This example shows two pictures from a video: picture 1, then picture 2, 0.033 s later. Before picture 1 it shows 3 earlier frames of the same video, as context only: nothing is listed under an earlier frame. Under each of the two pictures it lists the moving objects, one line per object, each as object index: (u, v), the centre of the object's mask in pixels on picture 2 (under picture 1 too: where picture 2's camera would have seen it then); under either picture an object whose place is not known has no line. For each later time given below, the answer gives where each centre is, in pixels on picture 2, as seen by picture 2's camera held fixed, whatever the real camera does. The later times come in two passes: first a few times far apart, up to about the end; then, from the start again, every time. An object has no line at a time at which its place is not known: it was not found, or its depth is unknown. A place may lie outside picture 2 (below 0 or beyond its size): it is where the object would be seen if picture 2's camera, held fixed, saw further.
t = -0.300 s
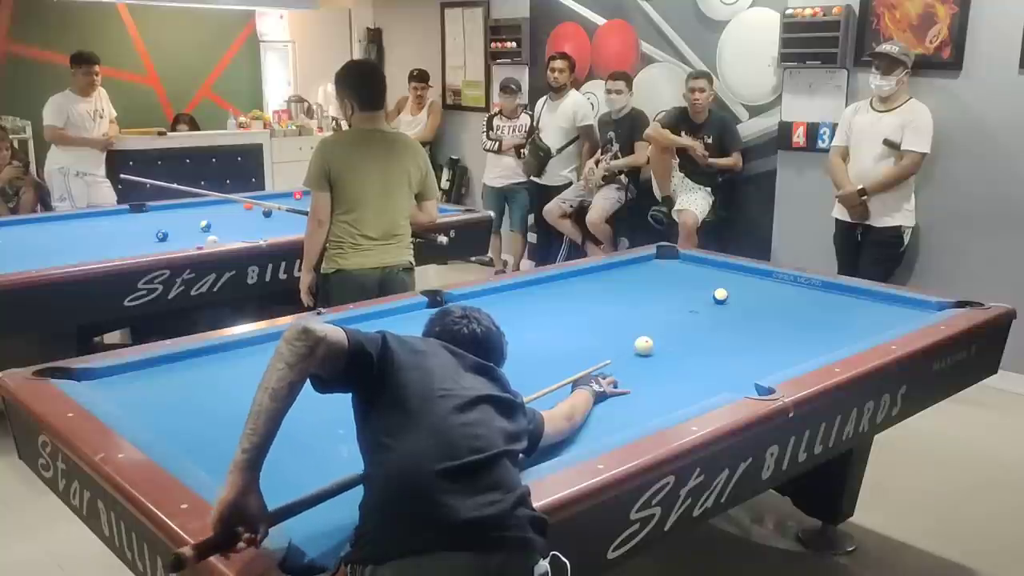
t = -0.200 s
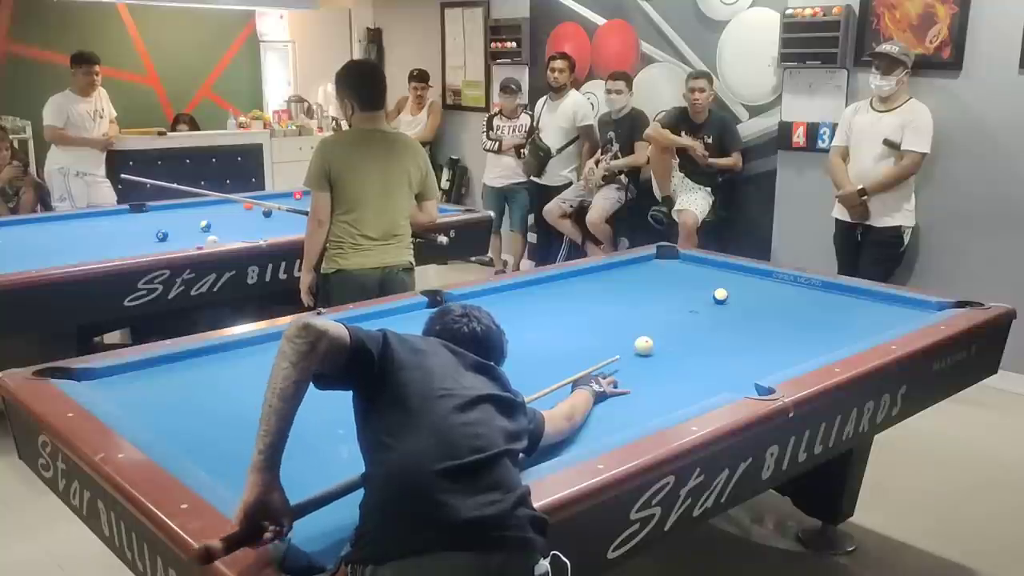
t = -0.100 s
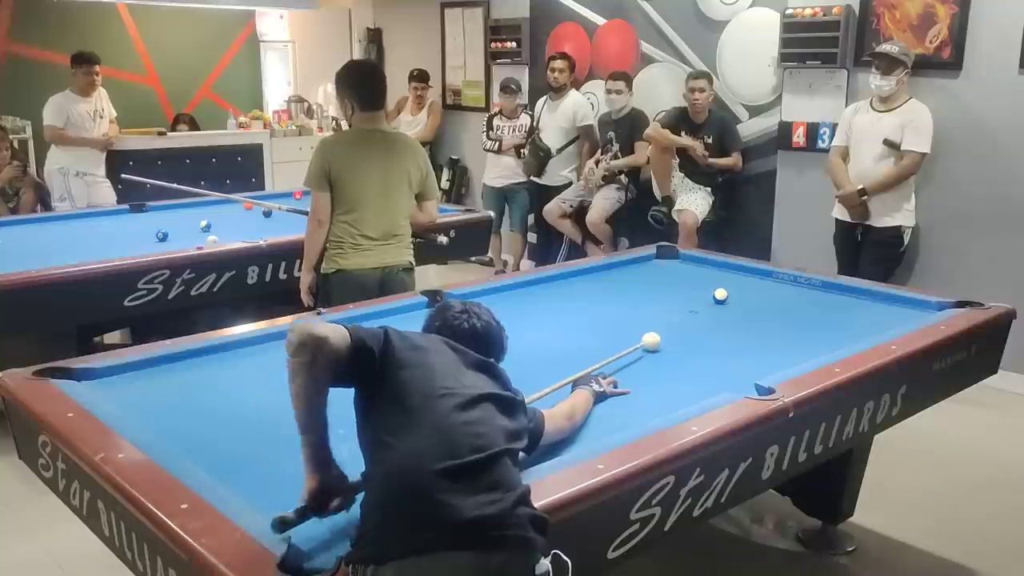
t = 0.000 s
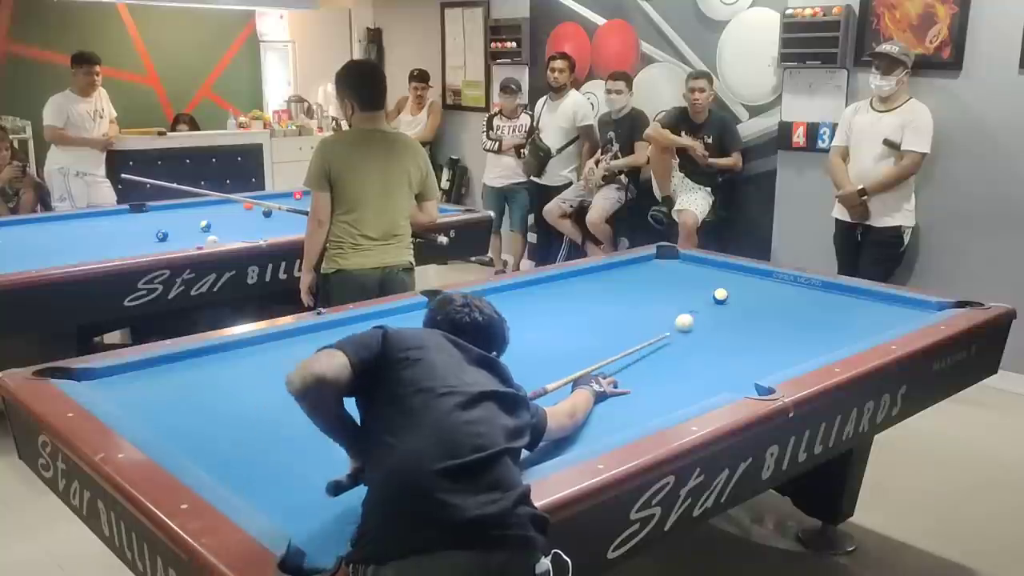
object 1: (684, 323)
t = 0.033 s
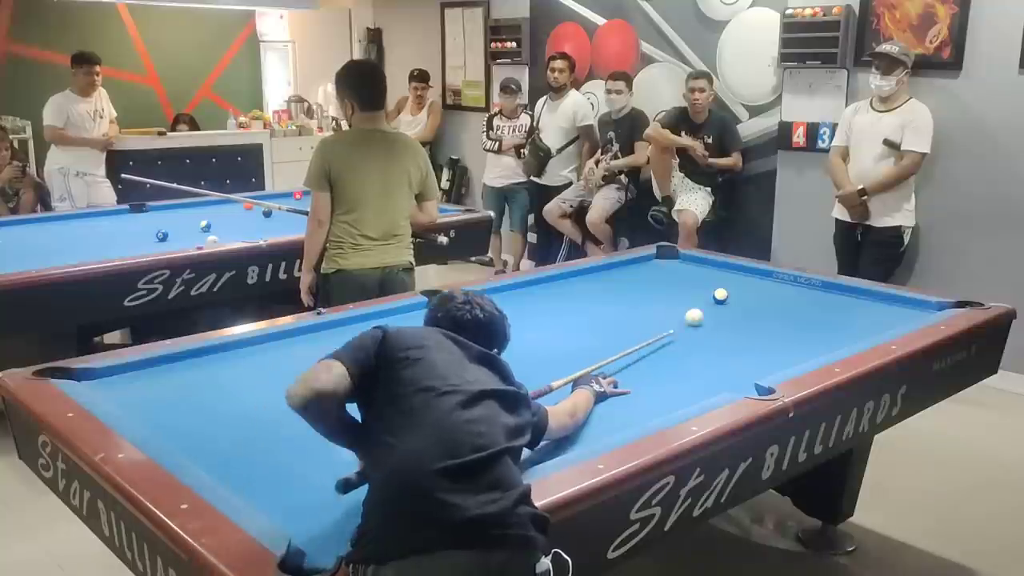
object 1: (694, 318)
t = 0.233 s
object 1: (757, 298)
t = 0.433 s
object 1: (826, 290)
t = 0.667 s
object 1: (840, 298)
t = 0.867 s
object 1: (838, 310)
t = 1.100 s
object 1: (835, 326)
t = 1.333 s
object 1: (831, 342)
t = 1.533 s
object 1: (815, 351)
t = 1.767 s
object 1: (779, 359)
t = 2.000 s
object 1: (742, 364)
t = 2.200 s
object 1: (711, 369)
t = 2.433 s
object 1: (674, 374)
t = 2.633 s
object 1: (643, 379)
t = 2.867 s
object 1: (607, 384)
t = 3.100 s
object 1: (572, 388)
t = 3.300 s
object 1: (542, 393)
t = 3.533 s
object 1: (509, 398)
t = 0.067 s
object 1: (703, 312)
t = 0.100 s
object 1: (712, 307)
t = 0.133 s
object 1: (721, 302)
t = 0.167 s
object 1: (732, 300)
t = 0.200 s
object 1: (745, 299)
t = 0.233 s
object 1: (757, 298)
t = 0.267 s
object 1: (770, 297)
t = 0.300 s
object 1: (781, 295)
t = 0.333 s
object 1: (792, 294)
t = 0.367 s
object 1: (804, 293)
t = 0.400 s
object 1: (815, 291)
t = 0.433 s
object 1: (826, 290)
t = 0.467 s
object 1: (837, 288)
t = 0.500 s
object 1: (842, 289)
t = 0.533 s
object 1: (842, 291)
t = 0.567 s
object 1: (841, 292)
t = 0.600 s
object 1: (841, 294)
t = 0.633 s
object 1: (841, 296)
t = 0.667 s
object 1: (840, 298)
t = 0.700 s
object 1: (840, 300)
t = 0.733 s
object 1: (839, 302)
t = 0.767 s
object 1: (839, 304)
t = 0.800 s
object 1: (839, 306)
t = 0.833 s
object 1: (838, 308)
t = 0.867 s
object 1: (838, 310)
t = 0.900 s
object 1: (837, 313)
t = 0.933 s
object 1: (837, 315)
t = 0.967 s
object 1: (836, 317)
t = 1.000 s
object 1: (836, 319)
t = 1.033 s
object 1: (836, 321)
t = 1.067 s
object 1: (835, 323)
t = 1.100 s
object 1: (835, 326)
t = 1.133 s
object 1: (834, 328)
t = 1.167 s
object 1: (834, 330)
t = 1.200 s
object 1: (833, 333)
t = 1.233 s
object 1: (833, 335)
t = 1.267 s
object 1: (833, 338)
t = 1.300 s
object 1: (831, 340)
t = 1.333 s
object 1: (831, 342)
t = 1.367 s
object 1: (830, 344)
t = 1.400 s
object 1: (830, 345)
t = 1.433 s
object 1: (829, 347)
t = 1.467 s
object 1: (826, 349)
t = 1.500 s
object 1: (821, 349)
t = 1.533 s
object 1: (815, 351)
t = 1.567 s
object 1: (810, 352)
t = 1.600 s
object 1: (805, 353)
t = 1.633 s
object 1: (799, 354)
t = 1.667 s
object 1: (794, 355)
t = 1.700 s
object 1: (789, 357)
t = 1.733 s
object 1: (784, 358)
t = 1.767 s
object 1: (779, 359)
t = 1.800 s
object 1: (774, 360)
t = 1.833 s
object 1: (769, 360)
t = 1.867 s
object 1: (763, 361)
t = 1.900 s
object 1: (758, 362)
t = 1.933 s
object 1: (753, 363)
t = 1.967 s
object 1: (747, 363)
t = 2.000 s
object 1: (742, 364)
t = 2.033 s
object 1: (737, 366)
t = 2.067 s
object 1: (732, 367)
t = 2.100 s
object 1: (726, 367)
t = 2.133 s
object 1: (721, 368)
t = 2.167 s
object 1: (716, 369)
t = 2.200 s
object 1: (711, 369)
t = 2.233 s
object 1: (705, 370)
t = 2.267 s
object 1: (700, 371)
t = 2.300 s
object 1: (695, 372)
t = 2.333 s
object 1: (690, 372)
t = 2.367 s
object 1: (684, 373)
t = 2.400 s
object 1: (679, 374)
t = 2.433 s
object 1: (674, 374)
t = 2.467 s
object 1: (669, 375)
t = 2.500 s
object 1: (664, 376)
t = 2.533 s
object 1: (659, 377)
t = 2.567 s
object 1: (653, 377)
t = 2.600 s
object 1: (648, 378)
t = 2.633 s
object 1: (643, 379)
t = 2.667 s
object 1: (638, 379)
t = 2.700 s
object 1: (633, 380)
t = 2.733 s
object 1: (628, 382)
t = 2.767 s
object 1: (622, 382)
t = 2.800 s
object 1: (617, 382)
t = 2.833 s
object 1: (612, 383)
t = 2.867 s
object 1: (607, 384)
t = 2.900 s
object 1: (602, 384)
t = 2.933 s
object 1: (597, 385)
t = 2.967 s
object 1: (592, 386)
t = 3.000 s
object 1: (587, 387)
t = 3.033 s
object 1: (582, 387)
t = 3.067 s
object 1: (577, 388)
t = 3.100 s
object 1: (572, 388)
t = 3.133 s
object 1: (567, 390)
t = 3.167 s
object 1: (562, 390)
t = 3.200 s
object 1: (557, 391)
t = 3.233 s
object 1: (552, 392)
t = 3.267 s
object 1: (547, 393)
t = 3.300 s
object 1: (542, 393)
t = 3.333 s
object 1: (538, 393)
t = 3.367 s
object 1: (533, 394)
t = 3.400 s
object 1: (528, 395)
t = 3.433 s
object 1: (523, 396)
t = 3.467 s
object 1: (519, 396)
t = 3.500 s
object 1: (514, 397)
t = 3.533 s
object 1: (509, 398)
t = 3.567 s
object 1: (506, 398)
